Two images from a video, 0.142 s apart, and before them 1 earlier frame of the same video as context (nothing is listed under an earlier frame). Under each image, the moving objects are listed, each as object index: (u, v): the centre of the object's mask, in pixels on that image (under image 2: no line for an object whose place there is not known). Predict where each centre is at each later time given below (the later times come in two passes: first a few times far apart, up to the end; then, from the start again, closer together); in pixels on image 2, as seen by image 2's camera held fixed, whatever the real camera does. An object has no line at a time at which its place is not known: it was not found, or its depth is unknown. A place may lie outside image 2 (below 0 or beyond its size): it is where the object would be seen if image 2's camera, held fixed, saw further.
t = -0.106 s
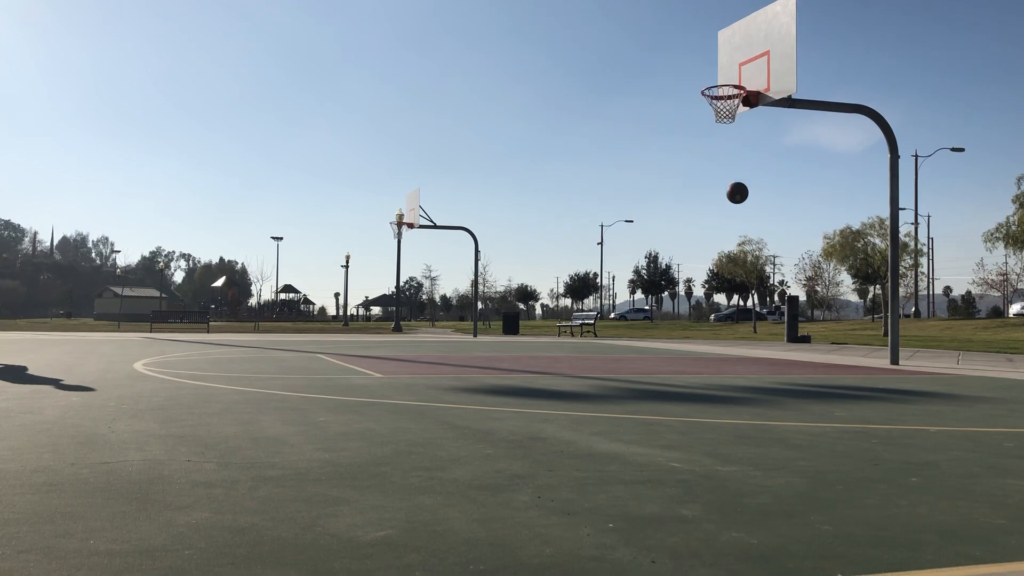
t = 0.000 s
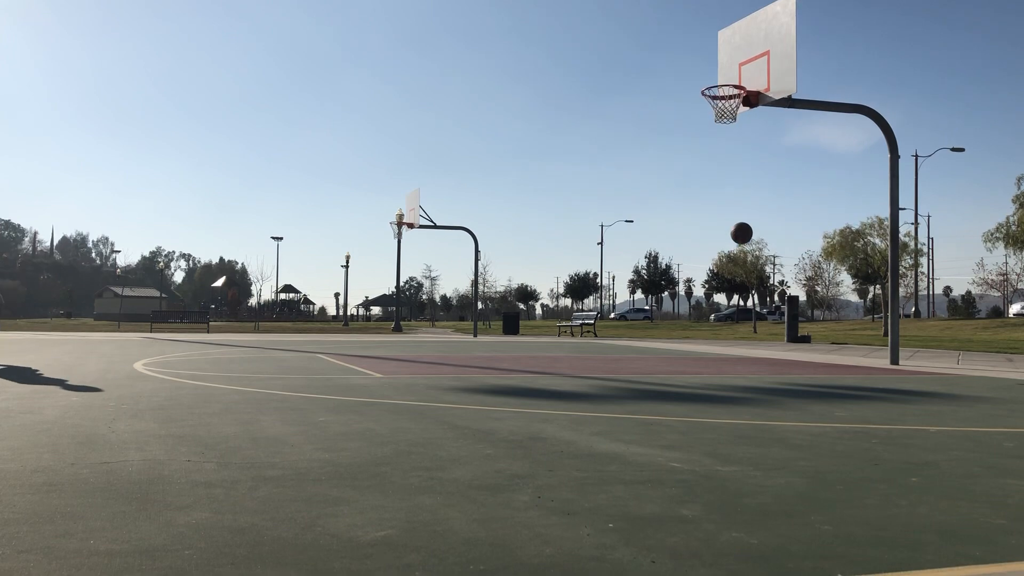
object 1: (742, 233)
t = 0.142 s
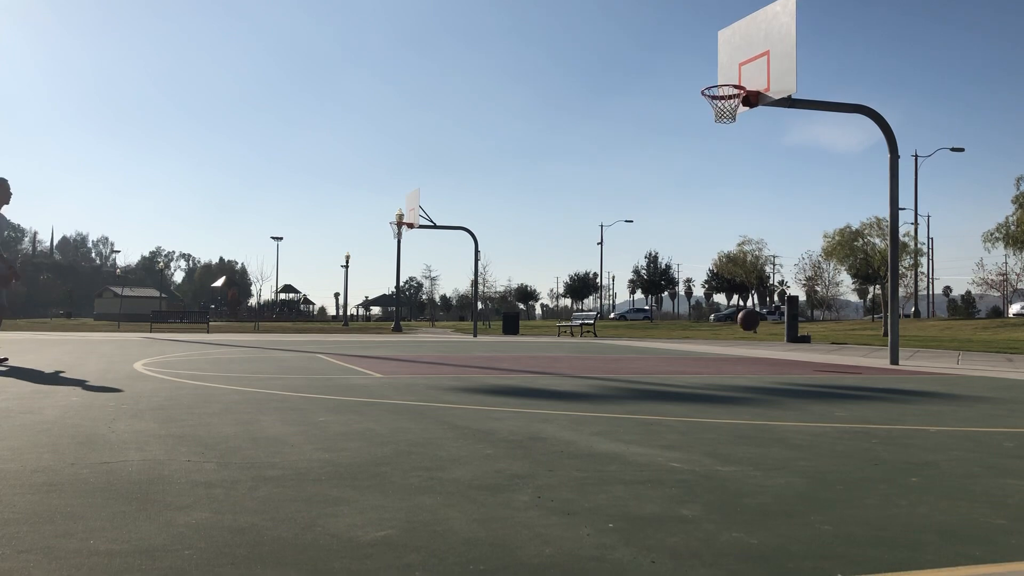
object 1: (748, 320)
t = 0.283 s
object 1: (755, 323)
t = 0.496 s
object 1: (766, 255)
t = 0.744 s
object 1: (782, 219)
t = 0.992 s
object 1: (796, 240)
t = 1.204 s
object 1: (808, 298)
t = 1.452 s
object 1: (827, 316)
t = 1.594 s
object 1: (840, 286)
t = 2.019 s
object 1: (877, 305)
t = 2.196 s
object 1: (892, 363)
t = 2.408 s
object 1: (909, 314)
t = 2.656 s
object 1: (934, 307)
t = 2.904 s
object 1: (957, 363)
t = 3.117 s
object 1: (977, 328)
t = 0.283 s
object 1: (755, 323)
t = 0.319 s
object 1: (757, 310)
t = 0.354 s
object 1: (758, 297)
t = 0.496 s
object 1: (766, 255)
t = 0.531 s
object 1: (769, 248)
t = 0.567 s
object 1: (771, 240)
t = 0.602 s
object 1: (772, 235)
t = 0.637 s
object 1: (774, 229)
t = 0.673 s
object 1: (776, 225)
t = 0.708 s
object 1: (778, 222)
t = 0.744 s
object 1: (782, 219)
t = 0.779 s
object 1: (784, 219)
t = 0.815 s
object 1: (786, 220)
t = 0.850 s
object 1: (788, 222)
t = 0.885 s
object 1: (790, 225)
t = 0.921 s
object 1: (792, 229)
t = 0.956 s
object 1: (794, 234)
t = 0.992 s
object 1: (796, 240)
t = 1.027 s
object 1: (798, 247)
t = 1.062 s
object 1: (800, 256)
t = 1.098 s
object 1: (802, 265)
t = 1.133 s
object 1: (803, 275)
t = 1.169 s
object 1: (806, 287)
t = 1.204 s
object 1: (808, 298)
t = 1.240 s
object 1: (811, 312)
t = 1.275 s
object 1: (813, 327)
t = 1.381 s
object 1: (822, 337)
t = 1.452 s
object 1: (827, 316)
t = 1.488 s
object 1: (830, 307)
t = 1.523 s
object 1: (833, 299)
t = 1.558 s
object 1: (836, 292)
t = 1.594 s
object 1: (840, 286)
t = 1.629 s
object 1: (843, 281)
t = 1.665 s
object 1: (845, 277)
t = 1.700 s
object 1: (848, 275)
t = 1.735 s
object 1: (850, 273)
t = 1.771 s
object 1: (853, 272)
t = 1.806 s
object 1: (856, 273)
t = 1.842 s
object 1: (859, 274)
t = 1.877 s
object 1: (862, 275)
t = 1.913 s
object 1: (864, 280)
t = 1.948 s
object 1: (868, 285)
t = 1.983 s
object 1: (871, 290)
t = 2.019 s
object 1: (877, 305)
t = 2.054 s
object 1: (879, 315)
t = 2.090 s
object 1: (882, 326)
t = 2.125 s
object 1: (886, 337)
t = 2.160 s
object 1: (889, 350)
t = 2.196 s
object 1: (892, 363)
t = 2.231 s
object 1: (895, 353)
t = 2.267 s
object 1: (898, 343)
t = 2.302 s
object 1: (901, 334)
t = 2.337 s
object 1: (903, 326)
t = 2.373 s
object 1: (907, 319)
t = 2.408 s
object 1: (909, 314)
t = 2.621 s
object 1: (928, 302)
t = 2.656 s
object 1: (934, 307)
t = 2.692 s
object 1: (937, 312)
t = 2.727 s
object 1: (940, 317)
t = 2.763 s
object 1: (944, 324)
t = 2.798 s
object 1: (947, 332)
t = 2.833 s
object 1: (950, 341)
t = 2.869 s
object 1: (954, 351)
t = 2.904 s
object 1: (957, 363)
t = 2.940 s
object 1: (960, 360)
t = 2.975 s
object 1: (964, 352)
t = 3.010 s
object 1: (967, 344)
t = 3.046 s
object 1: (970, 337)
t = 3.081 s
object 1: (974, 332)
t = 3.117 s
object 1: (977, 328)
